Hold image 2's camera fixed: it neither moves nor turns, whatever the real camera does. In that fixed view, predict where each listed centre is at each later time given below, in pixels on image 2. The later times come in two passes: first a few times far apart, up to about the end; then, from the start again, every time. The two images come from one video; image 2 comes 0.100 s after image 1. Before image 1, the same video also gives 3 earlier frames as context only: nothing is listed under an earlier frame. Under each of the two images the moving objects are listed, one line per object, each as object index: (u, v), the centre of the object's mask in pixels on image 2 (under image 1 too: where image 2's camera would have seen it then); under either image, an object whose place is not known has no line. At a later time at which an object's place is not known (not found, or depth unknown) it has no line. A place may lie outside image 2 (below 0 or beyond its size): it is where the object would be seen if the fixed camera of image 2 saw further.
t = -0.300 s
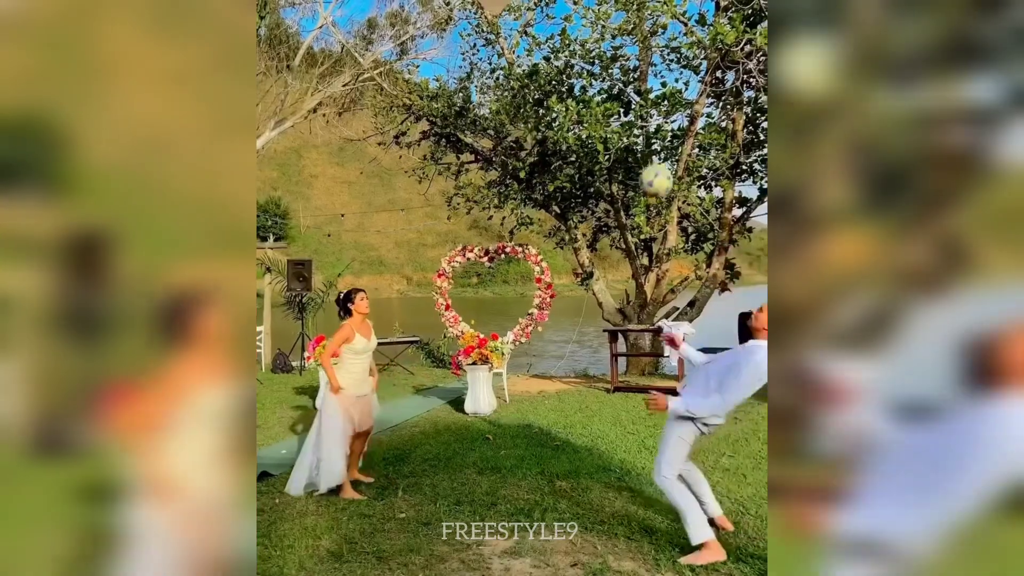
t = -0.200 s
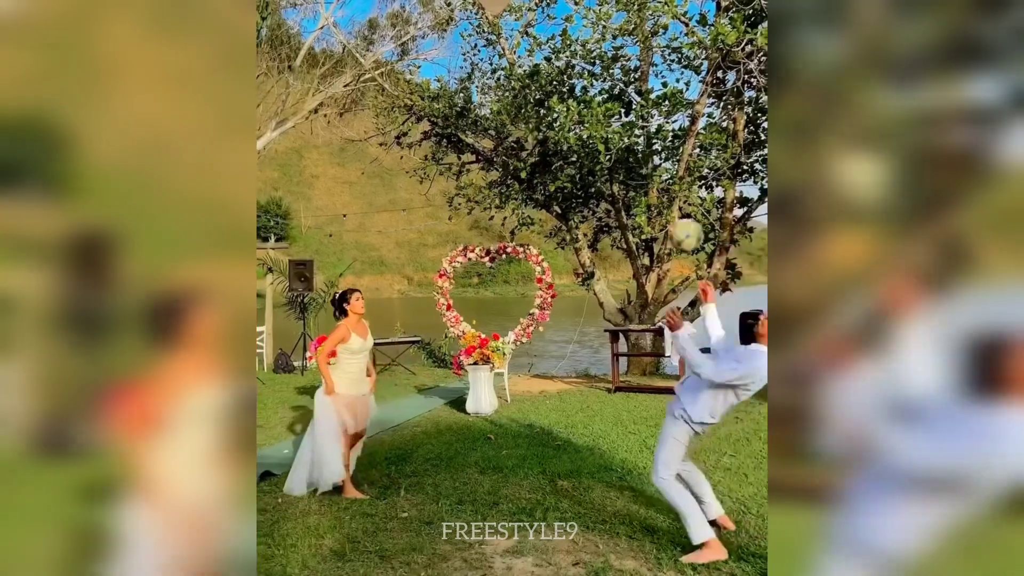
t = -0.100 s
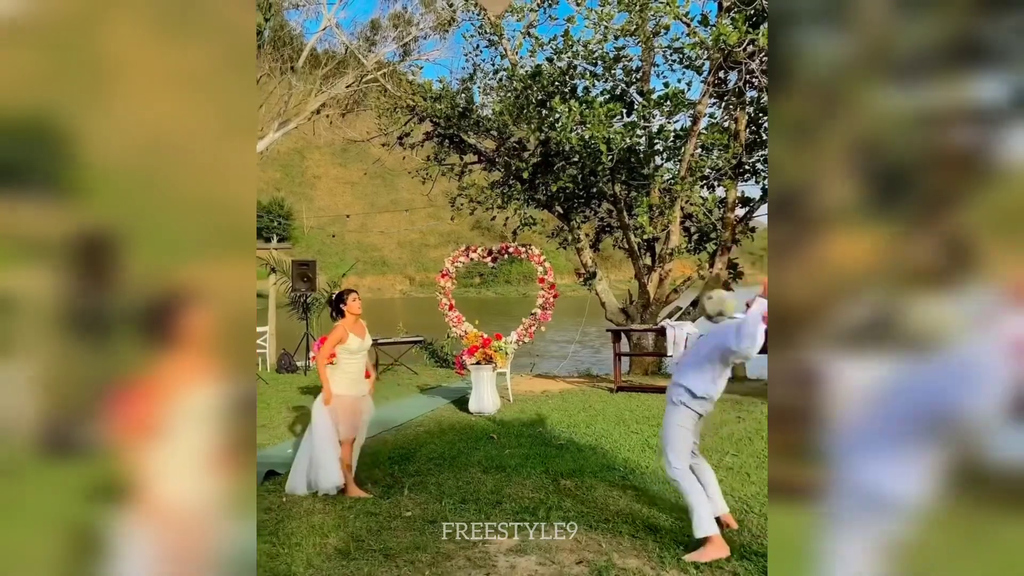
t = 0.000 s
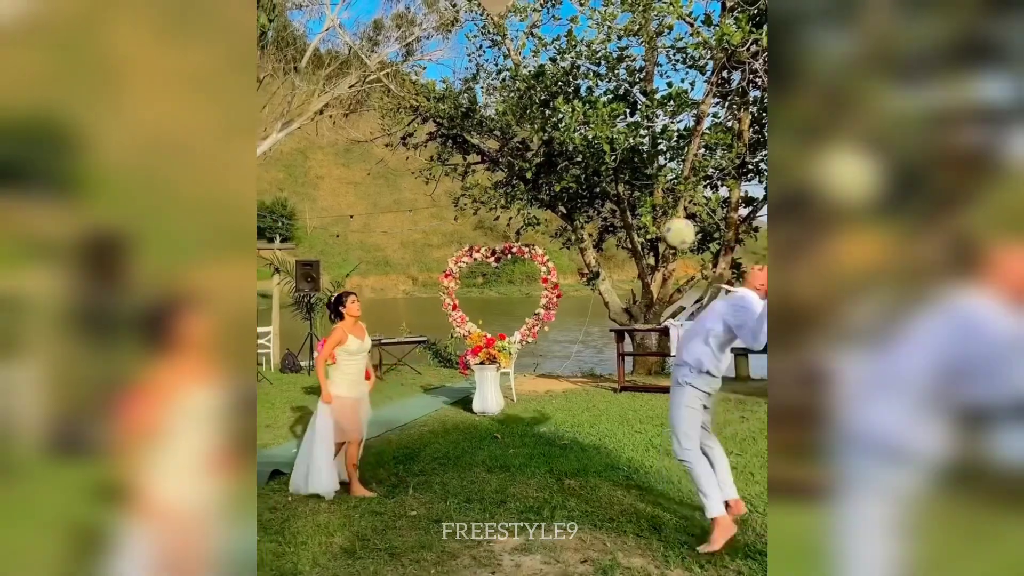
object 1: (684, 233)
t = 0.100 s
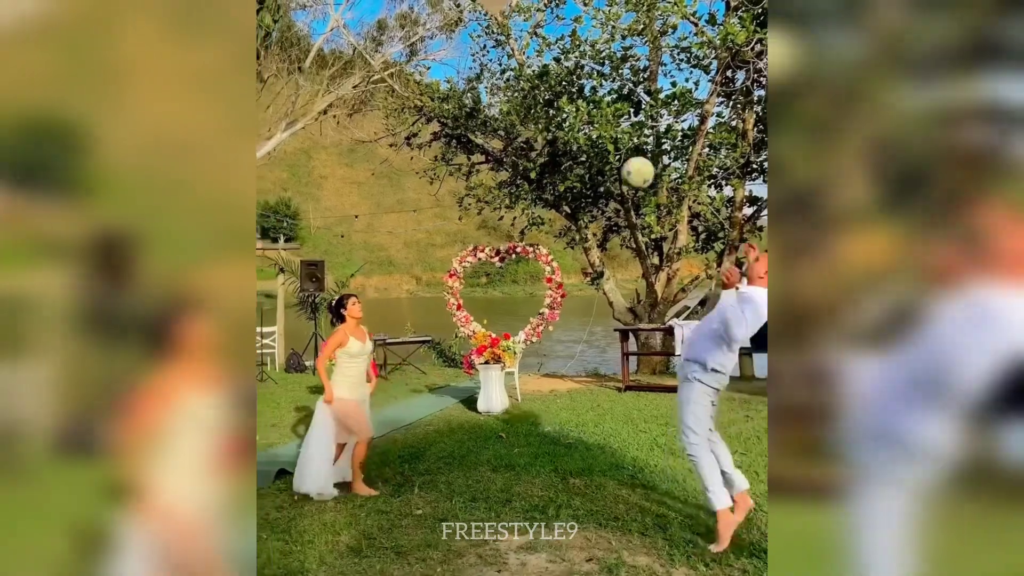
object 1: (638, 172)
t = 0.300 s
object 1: (556, 104)
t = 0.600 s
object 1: (451, 113)
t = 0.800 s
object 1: (391, 180)
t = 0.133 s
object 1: (624, 156)
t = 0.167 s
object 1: (609, 142)
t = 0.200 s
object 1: (596, 130)
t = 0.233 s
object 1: (582, 119)
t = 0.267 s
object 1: (569, 111)
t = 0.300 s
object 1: (556, 104)
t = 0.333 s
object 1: (543, 99)
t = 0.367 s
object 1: (531, 95)
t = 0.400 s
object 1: (519, 94)
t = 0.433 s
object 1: (507, 93)
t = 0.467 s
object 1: (495, 95)
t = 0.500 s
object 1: (484, 97)
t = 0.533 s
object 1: (473, 100)
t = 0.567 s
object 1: (462, 106)
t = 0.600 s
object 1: (451, 113)
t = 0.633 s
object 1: (440, 121)
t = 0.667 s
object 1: (430, 131)
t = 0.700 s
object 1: (420, 142)
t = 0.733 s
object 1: (410, 153)
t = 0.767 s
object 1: (400, 167)
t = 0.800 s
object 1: (391, 180)
